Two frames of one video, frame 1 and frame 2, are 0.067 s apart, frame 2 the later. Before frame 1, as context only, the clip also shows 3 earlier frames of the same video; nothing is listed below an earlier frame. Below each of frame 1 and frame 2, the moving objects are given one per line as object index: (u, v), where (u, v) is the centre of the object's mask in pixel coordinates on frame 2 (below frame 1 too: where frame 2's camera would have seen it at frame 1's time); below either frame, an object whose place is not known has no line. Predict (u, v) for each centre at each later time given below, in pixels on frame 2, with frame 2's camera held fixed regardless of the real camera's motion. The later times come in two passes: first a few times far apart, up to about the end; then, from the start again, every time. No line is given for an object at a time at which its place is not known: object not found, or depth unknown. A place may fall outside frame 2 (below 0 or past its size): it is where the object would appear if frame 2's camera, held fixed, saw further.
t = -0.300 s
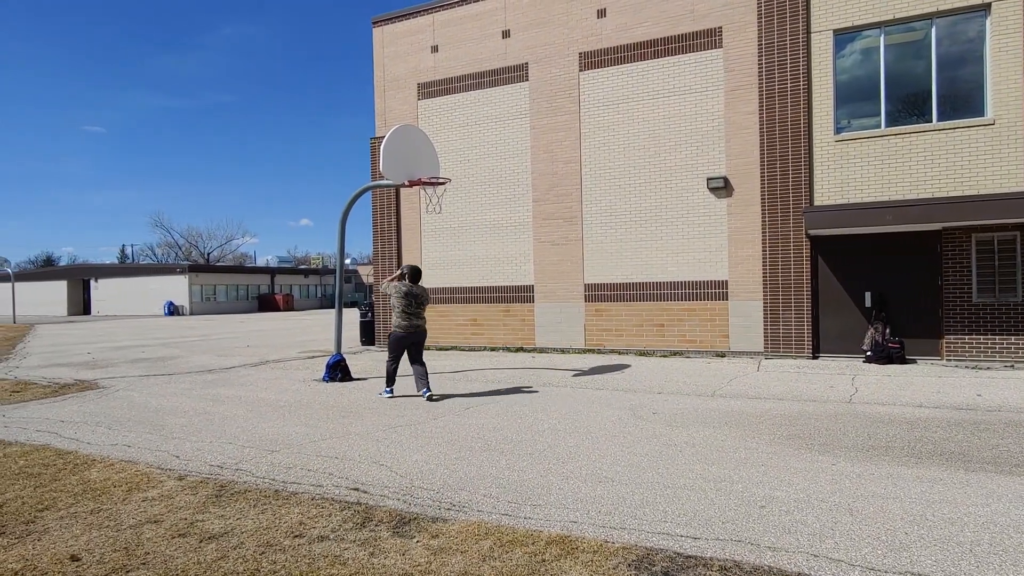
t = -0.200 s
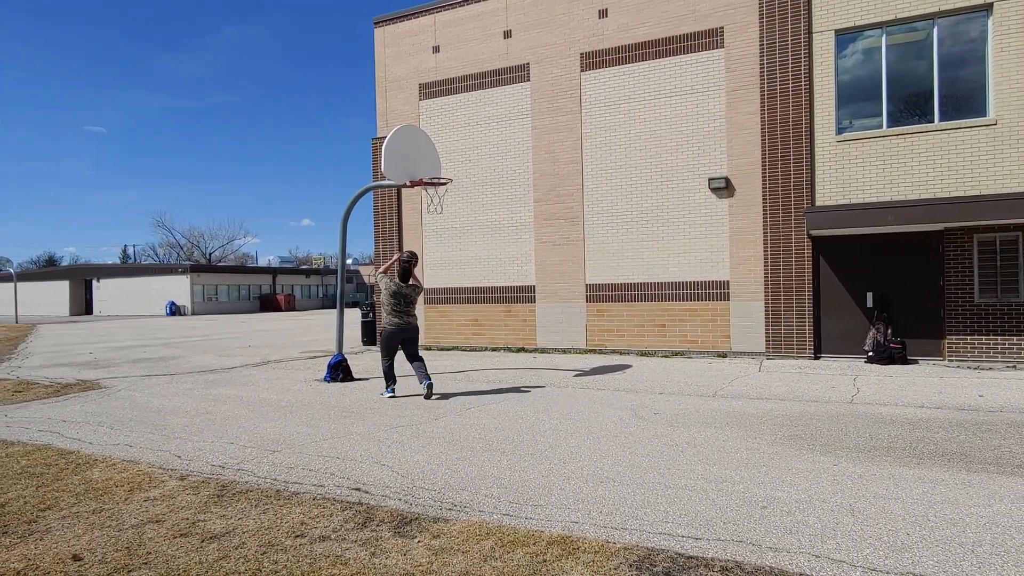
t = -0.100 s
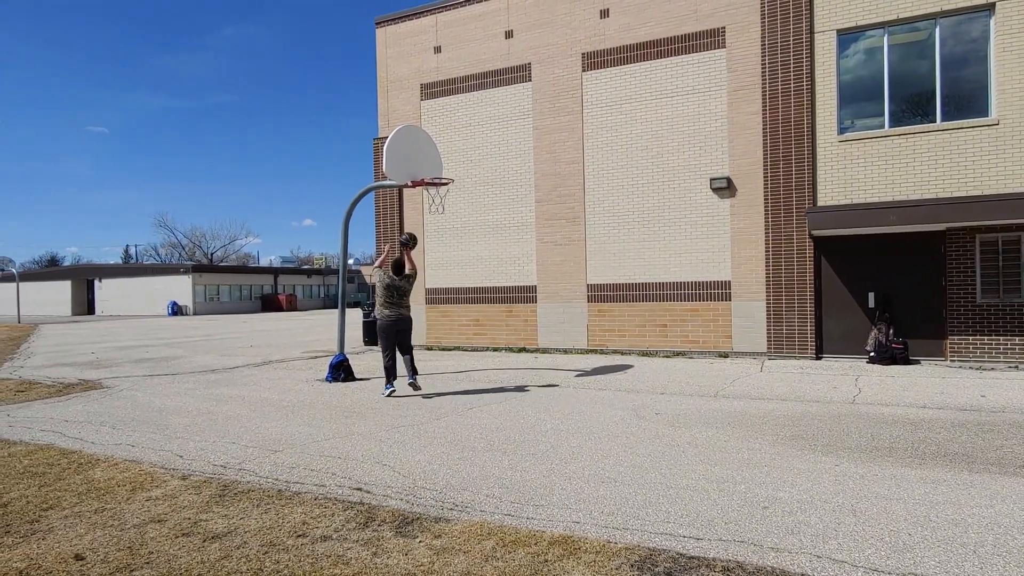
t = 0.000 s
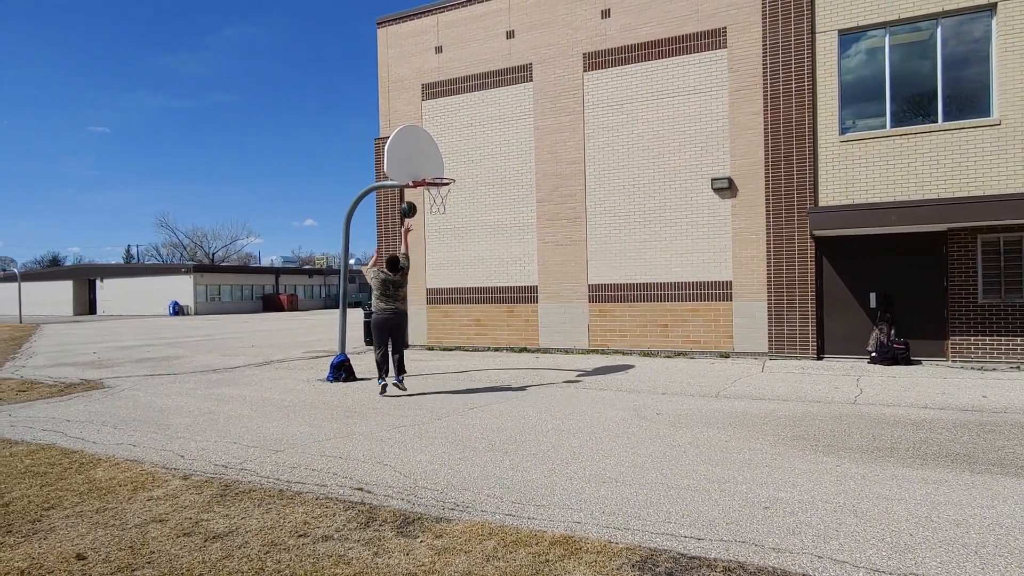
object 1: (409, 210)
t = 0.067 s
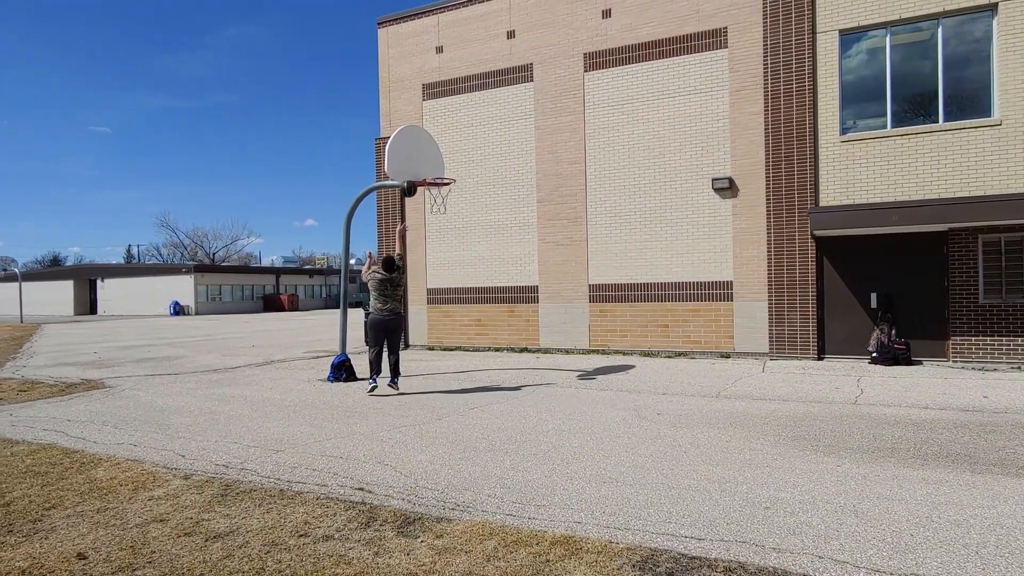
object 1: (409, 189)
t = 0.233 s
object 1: (409, 153)
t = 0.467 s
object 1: (433, 146)
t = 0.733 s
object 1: (458, 170)
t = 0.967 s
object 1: (468, 182)
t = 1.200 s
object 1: (479, 231)
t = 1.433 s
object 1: (490, 316)
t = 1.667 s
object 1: (499, 343)
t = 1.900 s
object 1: (507, 274)
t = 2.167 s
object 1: (517, 240)
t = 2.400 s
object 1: (526, 249)
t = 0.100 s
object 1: (408, 180)
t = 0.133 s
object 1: (408, 172)
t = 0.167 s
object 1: (407, 164)
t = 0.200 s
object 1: (407, 158)
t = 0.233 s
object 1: (409, 153)
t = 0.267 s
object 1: (413, 150)
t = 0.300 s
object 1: (416, 147)
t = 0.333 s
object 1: (420, 146)
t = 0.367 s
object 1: (423, 145)
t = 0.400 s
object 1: (427, 144)
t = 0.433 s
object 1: (430, 145)
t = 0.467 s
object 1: (433, 146)
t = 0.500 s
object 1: (437, 148)
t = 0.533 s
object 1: (440, 151)
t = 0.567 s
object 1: (444, 155)
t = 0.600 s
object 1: (447, 159)
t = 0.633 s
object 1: (451, 164)
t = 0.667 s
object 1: (454, 170)
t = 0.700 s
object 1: (456, 171)
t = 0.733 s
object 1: (458, 170)
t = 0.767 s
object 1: (459, 170)
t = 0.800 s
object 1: (461, 170)
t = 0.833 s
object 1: (462, 171)
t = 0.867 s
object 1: (463, 172)
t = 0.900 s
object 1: (465, 175)
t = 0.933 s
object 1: (466, 178)
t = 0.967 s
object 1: (468, 182)
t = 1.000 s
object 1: (469, 187)
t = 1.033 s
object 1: (471, 192)
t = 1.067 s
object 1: (472, 198)
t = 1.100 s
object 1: (474, 205)
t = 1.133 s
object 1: (476, 213)
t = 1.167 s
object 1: (477, 222)
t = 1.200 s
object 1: (479, 231)
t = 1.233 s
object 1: (480, 241)
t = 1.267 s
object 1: (482, 252)
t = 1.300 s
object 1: (484, 263)
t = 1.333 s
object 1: (485, 275)
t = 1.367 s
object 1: (487, 288)
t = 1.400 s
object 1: (488, 302)
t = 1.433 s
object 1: (490, 316)
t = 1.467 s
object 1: (491, 331)
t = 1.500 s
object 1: (493, 347)
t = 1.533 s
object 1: (495, 364)
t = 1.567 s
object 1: (496, 381)
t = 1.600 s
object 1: (497, 369)
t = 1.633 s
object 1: (498, 355)
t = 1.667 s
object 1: (499, 343)
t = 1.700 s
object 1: (500, 330)
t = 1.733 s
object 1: (501, 319)
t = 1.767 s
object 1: (503, 309)
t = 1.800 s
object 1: (504, 299)
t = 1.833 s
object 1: (505, 290)
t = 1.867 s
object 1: (506, 281)
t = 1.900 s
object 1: (507, 274)
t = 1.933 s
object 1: (508, 267)
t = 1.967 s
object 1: (509, 261)
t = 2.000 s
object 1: (511, 255)
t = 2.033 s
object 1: (512, 251)
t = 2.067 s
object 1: (513, 247)
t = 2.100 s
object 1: (514, 244)
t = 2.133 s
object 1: (516, 241)
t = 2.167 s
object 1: (517, 240)
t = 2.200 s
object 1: (518, 239)
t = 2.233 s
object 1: (520, 239)
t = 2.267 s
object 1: (521, 239)
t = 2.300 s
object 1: (522, 241)
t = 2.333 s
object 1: (524, 243)
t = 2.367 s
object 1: (525, 245)
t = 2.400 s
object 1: (526, 249)
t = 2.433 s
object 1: (528, 253)
